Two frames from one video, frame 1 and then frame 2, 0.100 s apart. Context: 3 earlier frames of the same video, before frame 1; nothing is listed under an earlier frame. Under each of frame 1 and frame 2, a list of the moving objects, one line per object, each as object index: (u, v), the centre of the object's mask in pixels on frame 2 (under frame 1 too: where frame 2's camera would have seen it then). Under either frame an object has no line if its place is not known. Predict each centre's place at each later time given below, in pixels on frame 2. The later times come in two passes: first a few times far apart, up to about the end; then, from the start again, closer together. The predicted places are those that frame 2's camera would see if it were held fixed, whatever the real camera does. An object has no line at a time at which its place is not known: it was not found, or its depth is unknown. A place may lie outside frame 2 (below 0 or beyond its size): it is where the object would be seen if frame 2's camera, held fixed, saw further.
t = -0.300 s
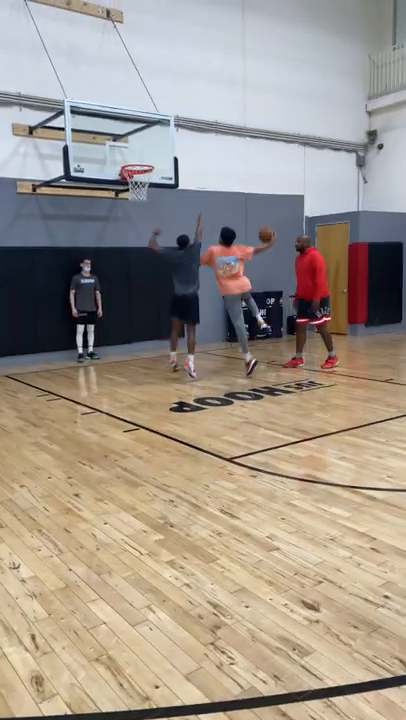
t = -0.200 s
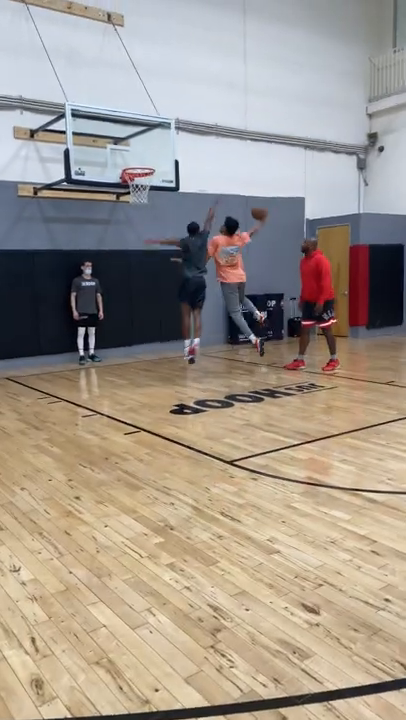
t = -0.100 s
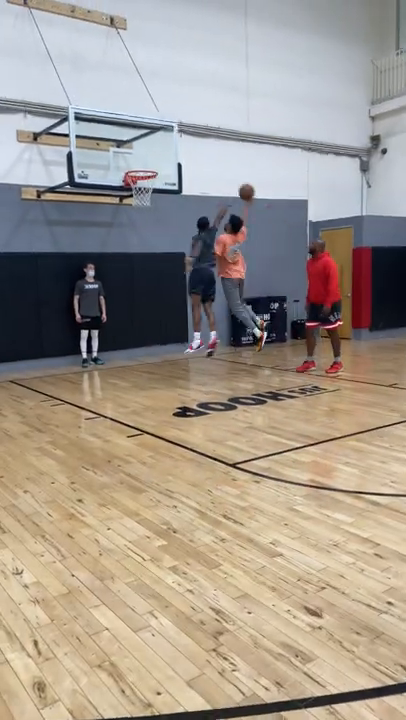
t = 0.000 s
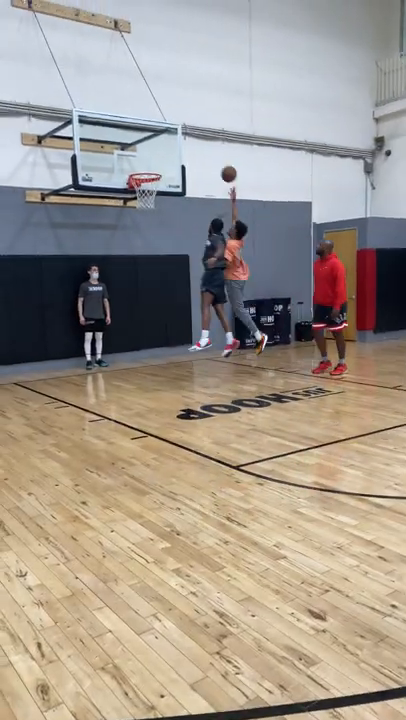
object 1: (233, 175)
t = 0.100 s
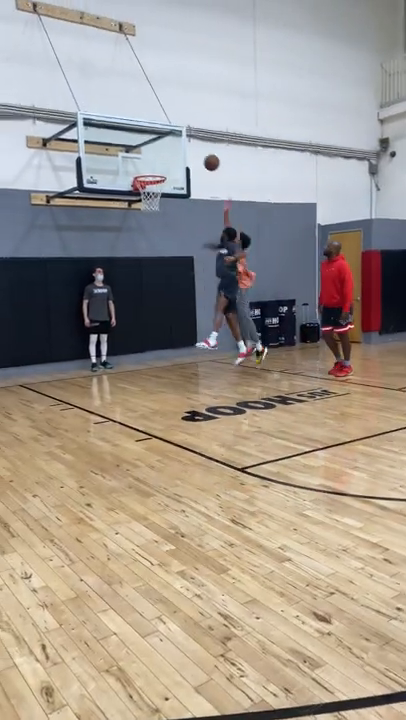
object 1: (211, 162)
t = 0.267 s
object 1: (176, 155)
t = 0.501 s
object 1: (151, 165)
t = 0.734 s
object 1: (151, 200)
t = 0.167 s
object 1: (197, 157)
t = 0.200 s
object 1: (190, 156)
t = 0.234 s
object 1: (183, 155)
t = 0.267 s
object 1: (176, 155)
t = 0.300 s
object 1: (169, 155)
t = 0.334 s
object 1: (162, 157)
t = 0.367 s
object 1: (155, 159)
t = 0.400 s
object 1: (153, 160)
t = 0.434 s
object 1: (152, 161)
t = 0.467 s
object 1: (151, 163)
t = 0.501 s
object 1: (151, 165)
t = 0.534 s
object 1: (150, 168)
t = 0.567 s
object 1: (150, 173)
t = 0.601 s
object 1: (149, 178)
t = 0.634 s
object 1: (149, 183)
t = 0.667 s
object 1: (150, 190)
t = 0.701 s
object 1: (149, 195)
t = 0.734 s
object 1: (151, 200)
